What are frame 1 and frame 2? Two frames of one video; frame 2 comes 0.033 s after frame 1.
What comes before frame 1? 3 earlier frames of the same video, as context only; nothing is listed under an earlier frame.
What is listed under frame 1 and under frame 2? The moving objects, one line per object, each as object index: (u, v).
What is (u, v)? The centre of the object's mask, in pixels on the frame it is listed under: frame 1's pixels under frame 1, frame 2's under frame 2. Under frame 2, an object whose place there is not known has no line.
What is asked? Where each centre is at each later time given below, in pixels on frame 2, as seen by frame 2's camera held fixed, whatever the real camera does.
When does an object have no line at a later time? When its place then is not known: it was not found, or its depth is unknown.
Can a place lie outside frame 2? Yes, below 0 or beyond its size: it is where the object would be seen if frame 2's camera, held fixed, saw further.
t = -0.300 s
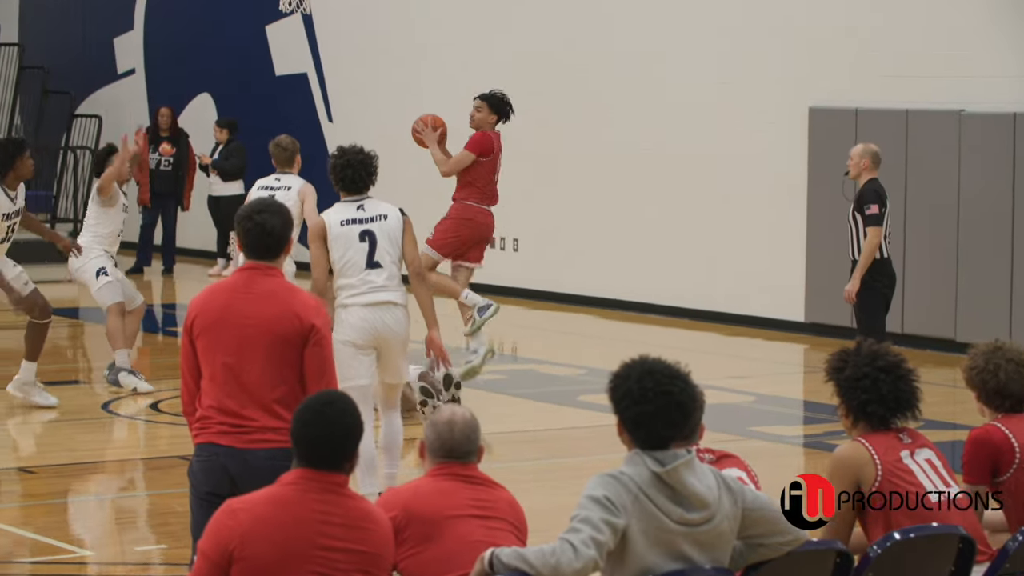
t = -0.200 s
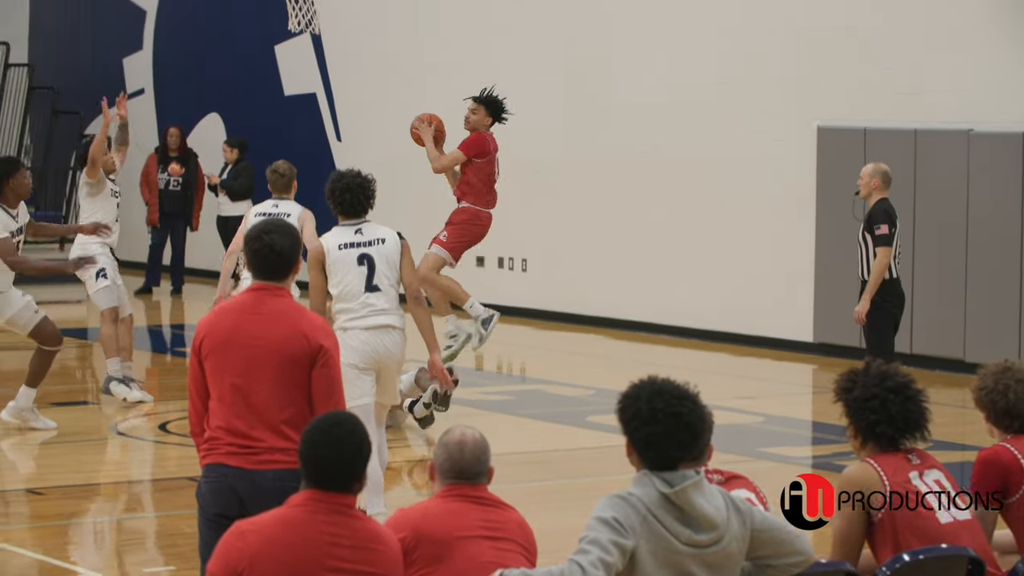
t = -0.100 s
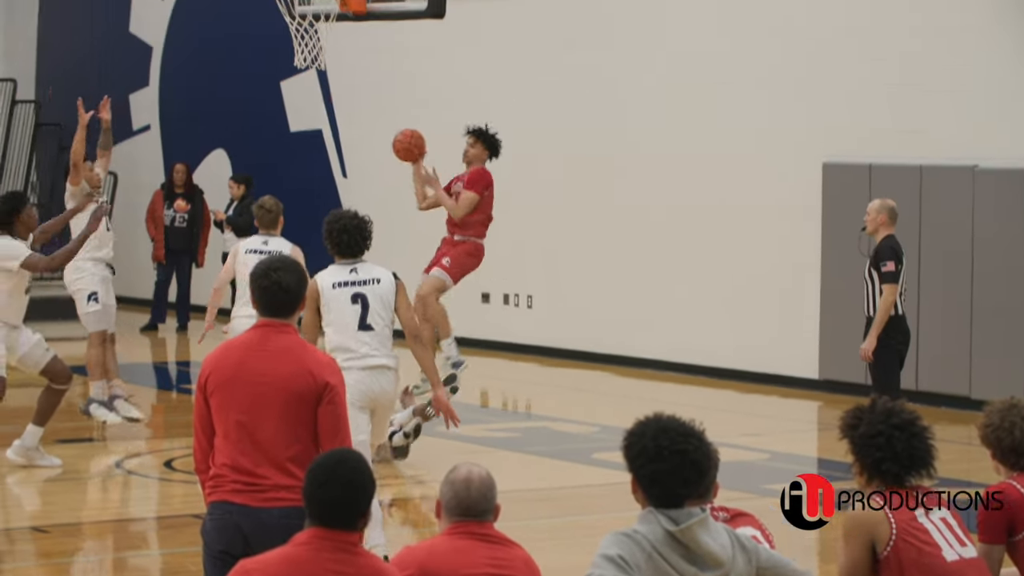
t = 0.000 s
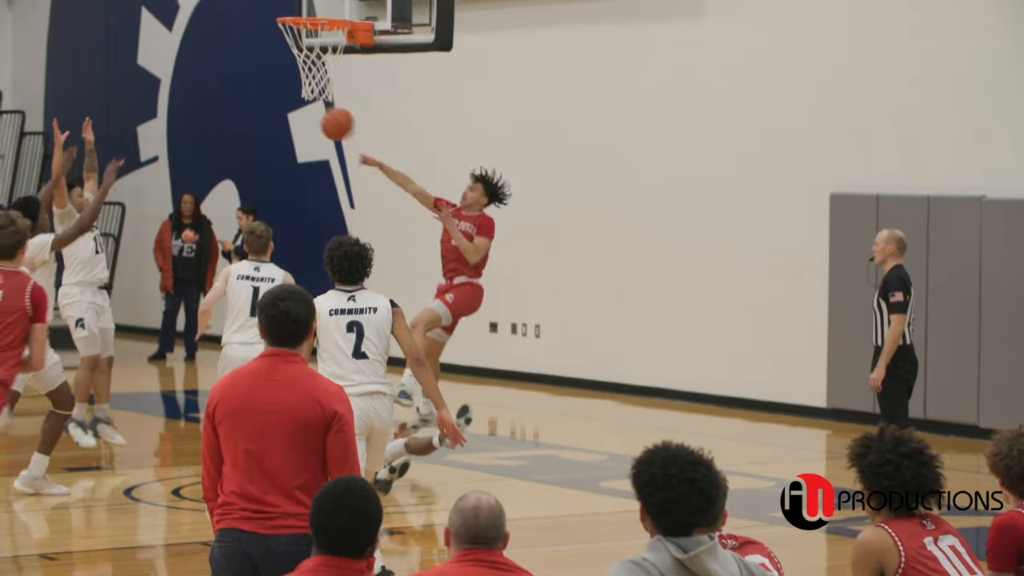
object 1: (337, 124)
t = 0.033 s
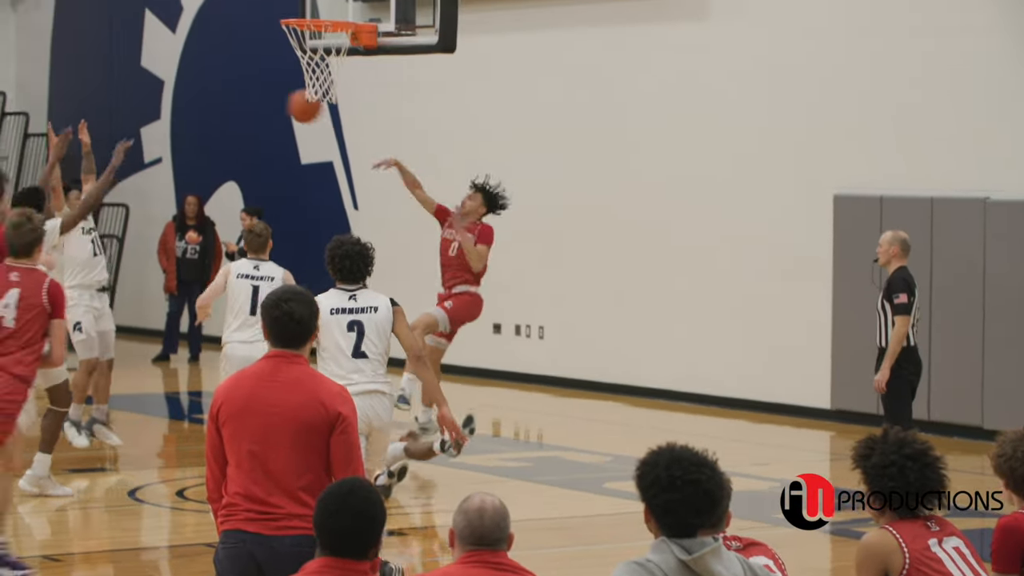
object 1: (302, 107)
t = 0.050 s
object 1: (286, 97)
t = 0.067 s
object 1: (269, 88)
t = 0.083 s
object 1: (251, 78)
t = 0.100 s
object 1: (233, 71)
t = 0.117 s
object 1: (214, 63)
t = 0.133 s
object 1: (196, 55)
